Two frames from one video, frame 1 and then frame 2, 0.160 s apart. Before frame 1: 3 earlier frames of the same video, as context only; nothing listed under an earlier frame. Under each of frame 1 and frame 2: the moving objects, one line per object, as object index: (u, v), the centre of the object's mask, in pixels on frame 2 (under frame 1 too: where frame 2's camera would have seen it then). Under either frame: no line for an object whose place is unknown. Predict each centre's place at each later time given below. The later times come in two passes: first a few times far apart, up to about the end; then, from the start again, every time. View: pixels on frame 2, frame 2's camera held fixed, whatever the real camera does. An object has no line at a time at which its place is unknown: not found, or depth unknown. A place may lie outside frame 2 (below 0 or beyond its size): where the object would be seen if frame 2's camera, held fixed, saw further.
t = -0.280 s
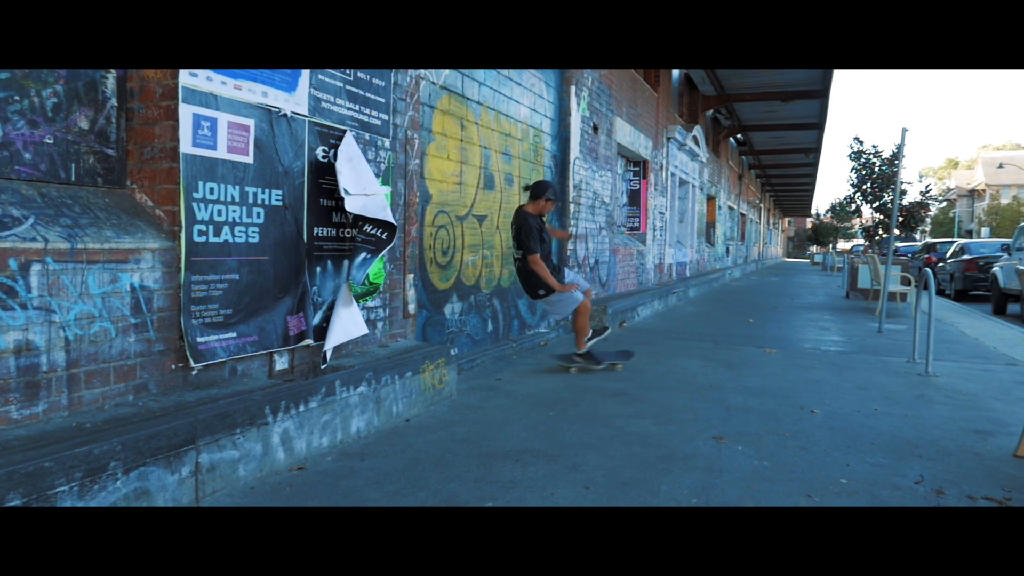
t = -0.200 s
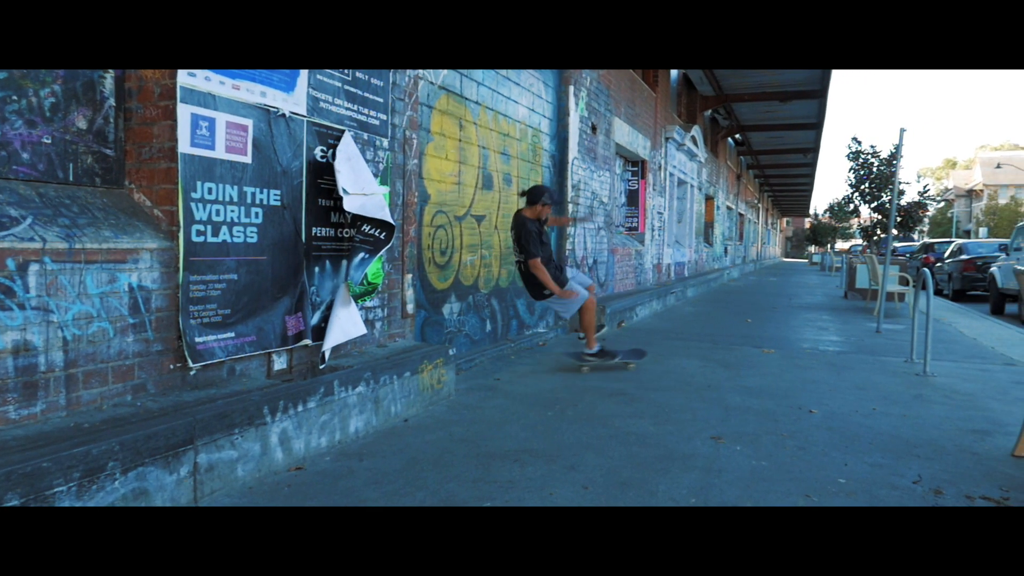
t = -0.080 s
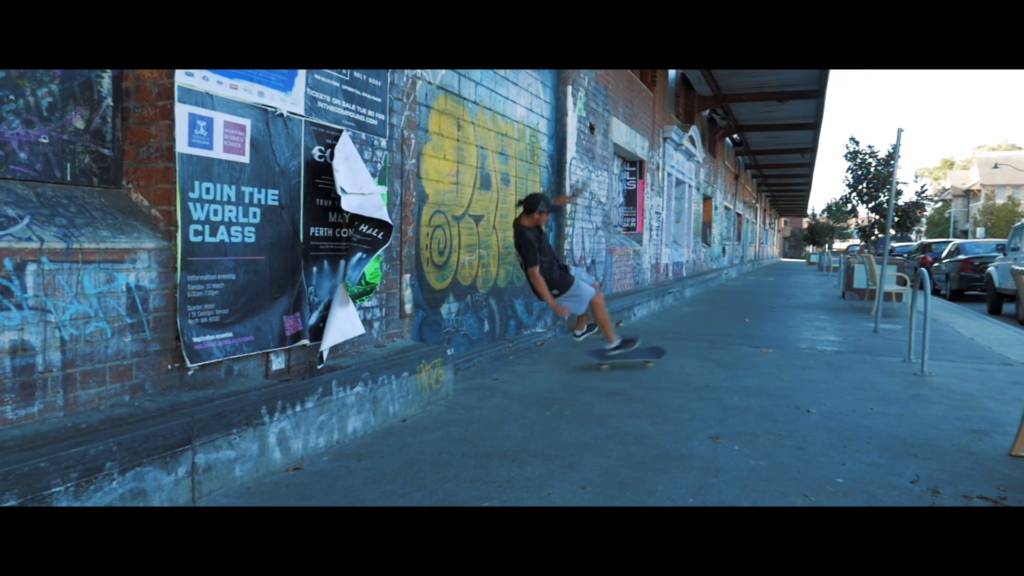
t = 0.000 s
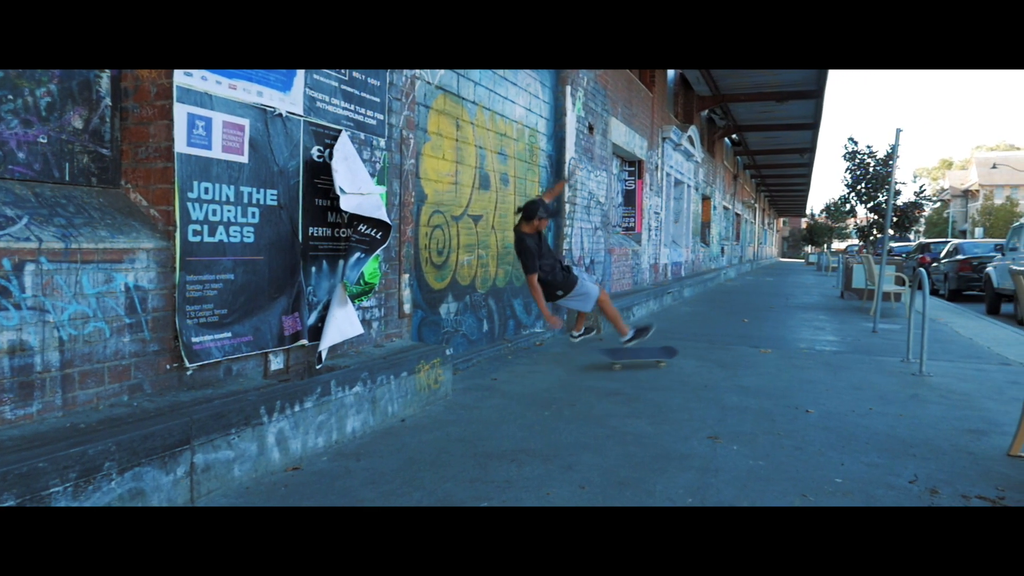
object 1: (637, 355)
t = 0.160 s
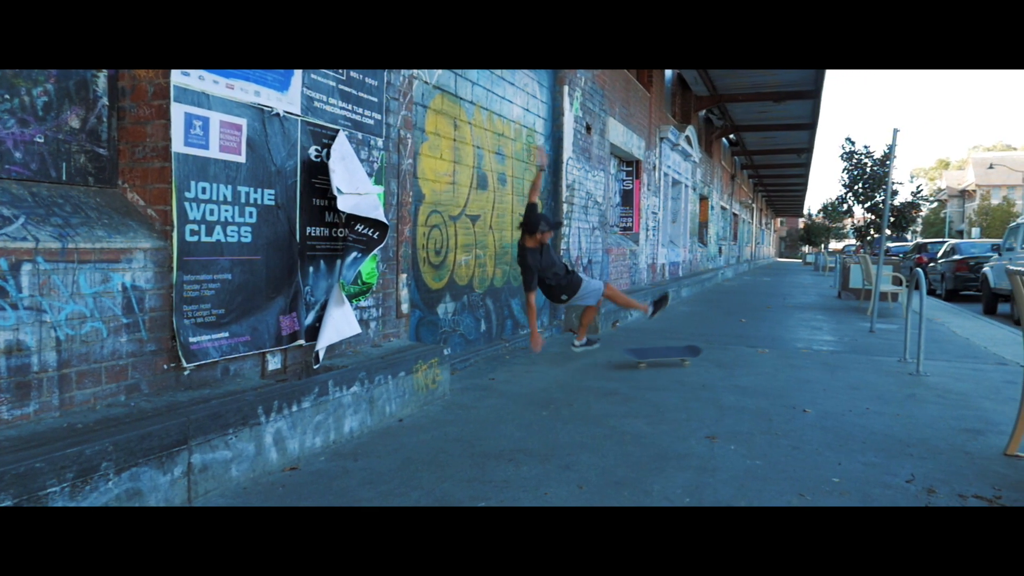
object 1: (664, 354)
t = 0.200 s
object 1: (670, 354)
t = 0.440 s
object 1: (710, 356)
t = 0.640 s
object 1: (736, 354)
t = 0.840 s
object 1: (769, 355)
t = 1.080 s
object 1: (803, 354)
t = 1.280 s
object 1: (830, 353)
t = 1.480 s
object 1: (859, 353)
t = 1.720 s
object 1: (857, 349)
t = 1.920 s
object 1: (843, 346)
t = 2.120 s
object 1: (834, 346)
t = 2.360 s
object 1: (820, 346)
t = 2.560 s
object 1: (810, 347)
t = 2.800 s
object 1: (803, 350)
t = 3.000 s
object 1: (800, 348)
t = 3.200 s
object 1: (797, 346)
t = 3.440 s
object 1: (795, 345)
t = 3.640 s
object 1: (795, 345)
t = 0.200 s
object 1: (670, 354)
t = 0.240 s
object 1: (677, 354)
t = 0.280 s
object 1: (684, 354)
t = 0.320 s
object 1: (690, 354)
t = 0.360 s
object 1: (697, 355)
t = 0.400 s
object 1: (703, 356)
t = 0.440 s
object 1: (710, 356)
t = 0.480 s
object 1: (716, 356)
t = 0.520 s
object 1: (722, 355)
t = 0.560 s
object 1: (727, 355)
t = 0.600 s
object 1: (731, 355)
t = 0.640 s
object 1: (736, 354)
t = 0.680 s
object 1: (743, 355)
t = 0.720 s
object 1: (748, 354)
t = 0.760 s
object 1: (756, 355)
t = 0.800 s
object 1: (763, 355)
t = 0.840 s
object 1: (769, 355)
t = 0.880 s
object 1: (775, 355)
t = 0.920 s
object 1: (779, 354)
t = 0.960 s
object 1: (783, 354)
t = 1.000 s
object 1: (791, 354)
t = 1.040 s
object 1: (797, 354)
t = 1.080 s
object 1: (803, 354)
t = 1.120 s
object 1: (809, 354)
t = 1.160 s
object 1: (813, 354)
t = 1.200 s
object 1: (819, 354)
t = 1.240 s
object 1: (824, 353)
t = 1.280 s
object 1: (830, 353)
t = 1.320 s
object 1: (836, 354)
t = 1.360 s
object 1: (842, 354)
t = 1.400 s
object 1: (848, 353)
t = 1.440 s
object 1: (853, 354)
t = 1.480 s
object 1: (859, 353)
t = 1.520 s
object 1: (865, 353)
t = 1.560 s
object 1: (866, 353)
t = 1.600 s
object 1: (864, 351)
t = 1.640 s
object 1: (862, 351)
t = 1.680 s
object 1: (860, 350)
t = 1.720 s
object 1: (857, 349)
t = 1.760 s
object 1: (855, 348)
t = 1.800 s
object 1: (851, 347)
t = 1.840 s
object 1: (849, 347)
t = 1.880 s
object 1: (847, 347)
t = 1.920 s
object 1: (843, 346)
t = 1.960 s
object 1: (842, 346)
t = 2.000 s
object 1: (841, 346)
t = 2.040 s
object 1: (838, 345)
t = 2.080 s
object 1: (836, 345)
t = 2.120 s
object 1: (834, 346)
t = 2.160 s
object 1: (832, 346)
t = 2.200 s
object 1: (830, 346)
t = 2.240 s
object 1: (826, 346)
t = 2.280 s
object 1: (826, 345)
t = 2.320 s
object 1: (823, 345)
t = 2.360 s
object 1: (820, 346)
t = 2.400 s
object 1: (818, 346)
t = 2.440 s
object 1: (817, 346)
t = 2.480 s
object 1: (815, 346)
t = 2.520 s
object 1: (813, 347)
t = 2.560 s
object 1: (810, 347)
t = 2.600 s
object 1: (809, 347)
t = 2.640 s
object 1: (808, 347)
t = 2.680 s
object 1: (806, 347)
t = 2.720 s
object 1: (805, 348)
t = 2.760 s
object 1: (805, 349)
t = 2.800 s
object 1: (803, 350)
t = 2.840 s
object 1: (803, 351)
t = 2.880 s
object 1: (802, 352)
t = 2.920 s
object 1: (801, 351)
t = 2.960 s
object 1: (800, 350)
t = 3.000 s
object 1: (800, 348)
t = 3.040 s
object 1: (799, 348)
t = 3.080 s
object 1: (799, 347)
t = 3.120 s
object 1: (799, 347)
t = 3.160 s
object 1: (798, 346)
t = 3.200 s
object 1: (797, 346)
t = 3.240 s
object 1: (797, 345)
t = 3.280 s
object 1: (797, 345)
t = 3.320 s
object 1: (796, 345)
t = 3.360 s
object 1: (795, 345)
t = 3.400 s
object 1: (795, 345)
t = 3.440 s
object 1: (795, 345)
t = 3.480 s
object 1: (795, 345)
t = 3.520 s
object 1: (795, 345)
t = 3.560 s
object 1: (795, 345)
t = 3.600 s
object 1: (795, 345)
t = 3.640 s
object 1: (795, 345)
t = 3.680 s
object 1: (795, 345)
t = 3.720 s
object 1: (794, 345)
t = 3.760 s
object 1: (794, 345)
